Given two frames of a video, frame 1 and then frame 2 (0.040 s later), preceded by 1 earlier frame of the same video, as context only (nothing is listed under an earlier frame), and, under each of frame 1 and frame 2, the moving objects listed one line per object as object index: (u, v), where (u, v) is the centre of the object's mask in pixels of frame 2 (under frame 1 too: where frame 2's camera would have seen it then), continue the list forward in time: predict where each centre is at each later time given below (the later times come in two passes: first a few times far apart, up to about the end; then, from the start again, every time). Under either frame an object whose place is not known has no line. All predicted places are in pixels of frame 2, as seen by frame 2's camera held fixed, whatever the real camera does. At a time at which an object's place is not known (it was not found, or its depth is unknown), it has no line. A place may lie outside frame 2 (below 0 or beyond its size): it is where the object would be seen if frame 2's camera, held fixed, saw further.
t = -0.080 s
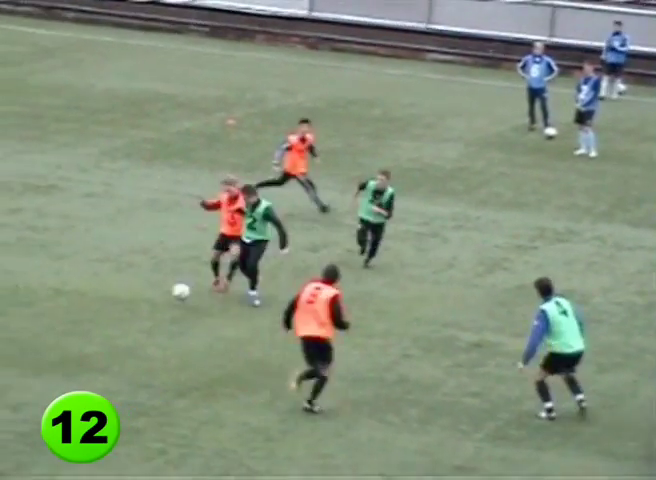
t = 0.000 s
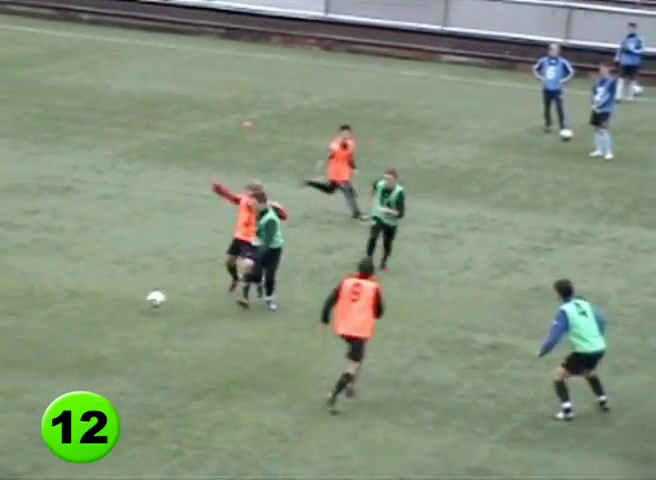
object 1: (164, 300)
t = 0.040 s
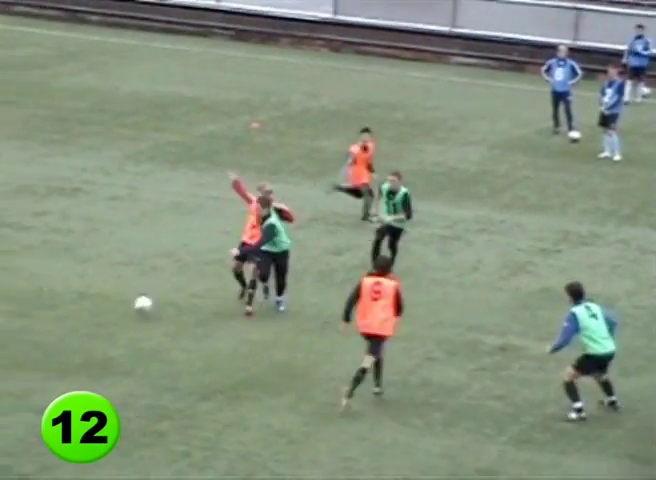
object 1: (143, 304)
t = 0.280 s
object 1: (22, 323)
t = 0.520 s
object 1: (-96, 347)
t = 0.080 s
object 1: (121, 311)
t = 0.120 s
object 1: (102, 315)
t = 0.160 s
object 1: (82, 314)
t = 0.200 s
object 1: (62, 315)
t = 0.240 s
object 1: (42, 318)
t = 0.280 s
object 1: (22, 323)
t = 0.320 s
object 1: (1, 330)
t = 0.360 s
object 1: (-19, 331)
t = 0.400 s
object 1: (-37, 333)
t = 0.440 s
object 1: (-56, 336)
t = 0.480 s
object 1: (-75, 342)
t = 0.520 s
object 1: (-96, 347)
